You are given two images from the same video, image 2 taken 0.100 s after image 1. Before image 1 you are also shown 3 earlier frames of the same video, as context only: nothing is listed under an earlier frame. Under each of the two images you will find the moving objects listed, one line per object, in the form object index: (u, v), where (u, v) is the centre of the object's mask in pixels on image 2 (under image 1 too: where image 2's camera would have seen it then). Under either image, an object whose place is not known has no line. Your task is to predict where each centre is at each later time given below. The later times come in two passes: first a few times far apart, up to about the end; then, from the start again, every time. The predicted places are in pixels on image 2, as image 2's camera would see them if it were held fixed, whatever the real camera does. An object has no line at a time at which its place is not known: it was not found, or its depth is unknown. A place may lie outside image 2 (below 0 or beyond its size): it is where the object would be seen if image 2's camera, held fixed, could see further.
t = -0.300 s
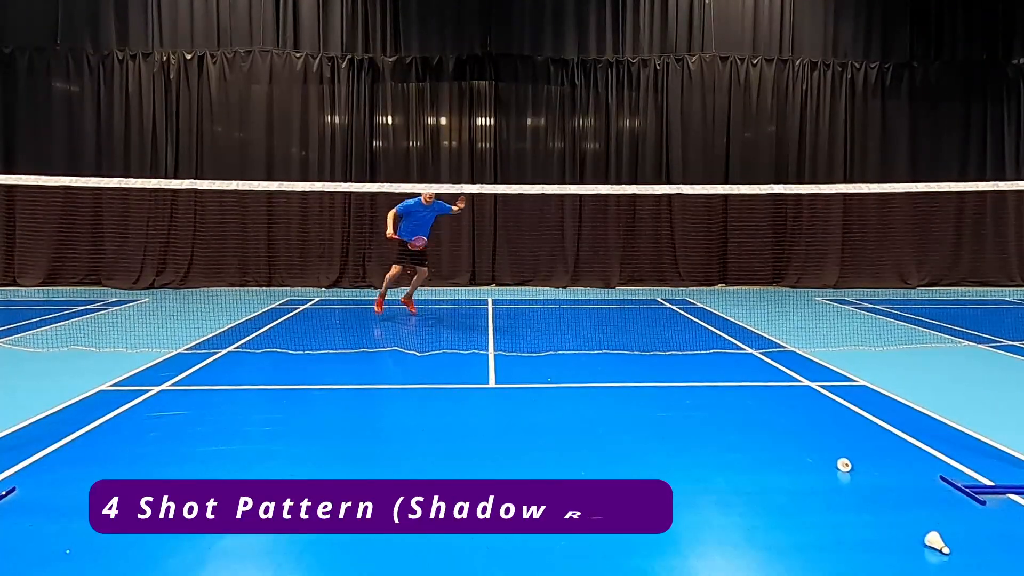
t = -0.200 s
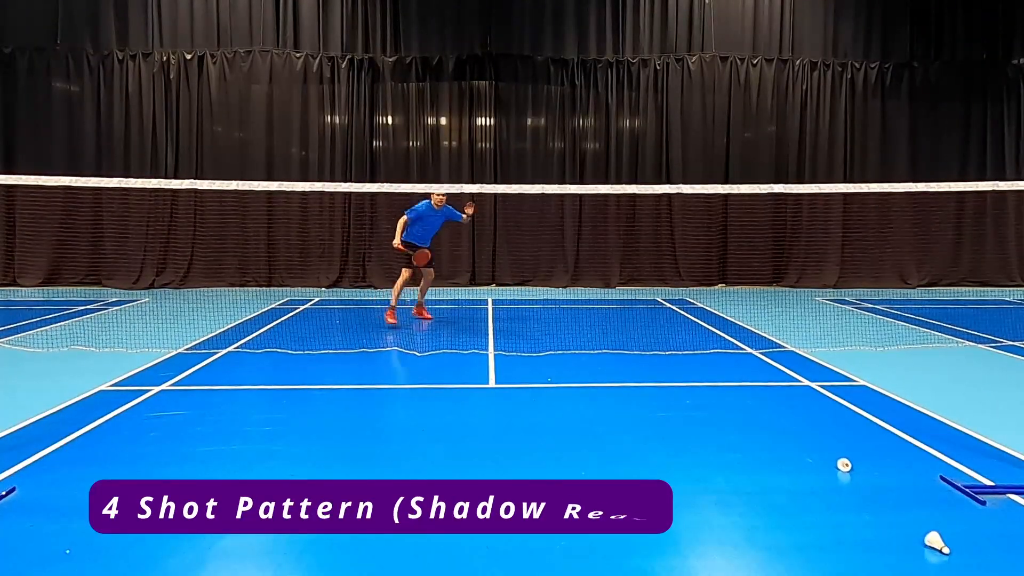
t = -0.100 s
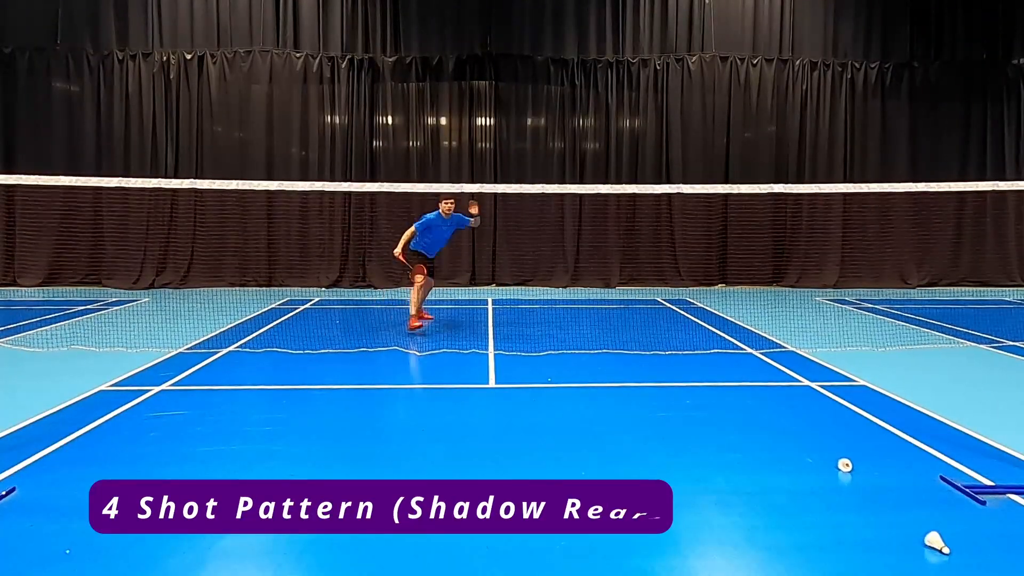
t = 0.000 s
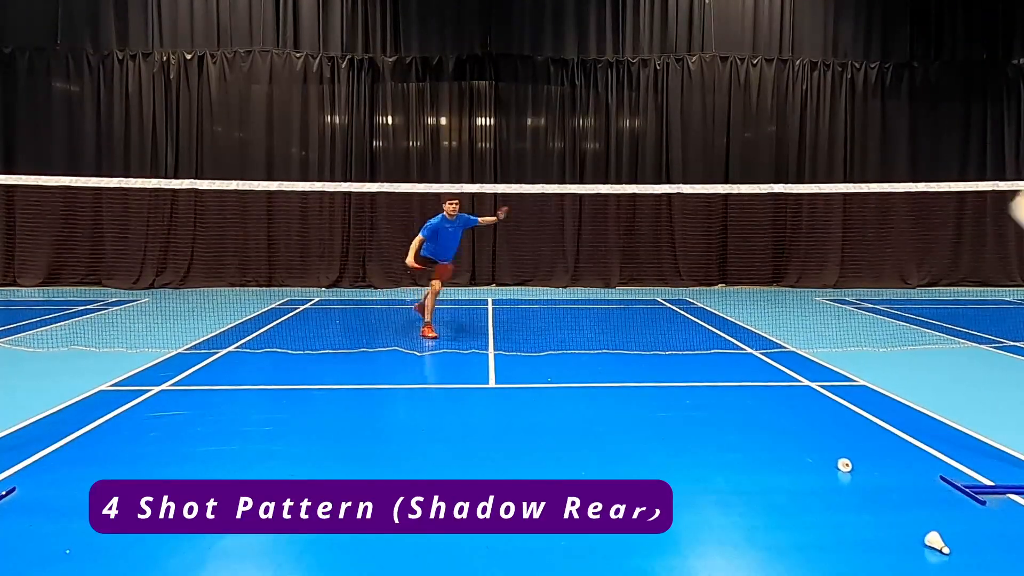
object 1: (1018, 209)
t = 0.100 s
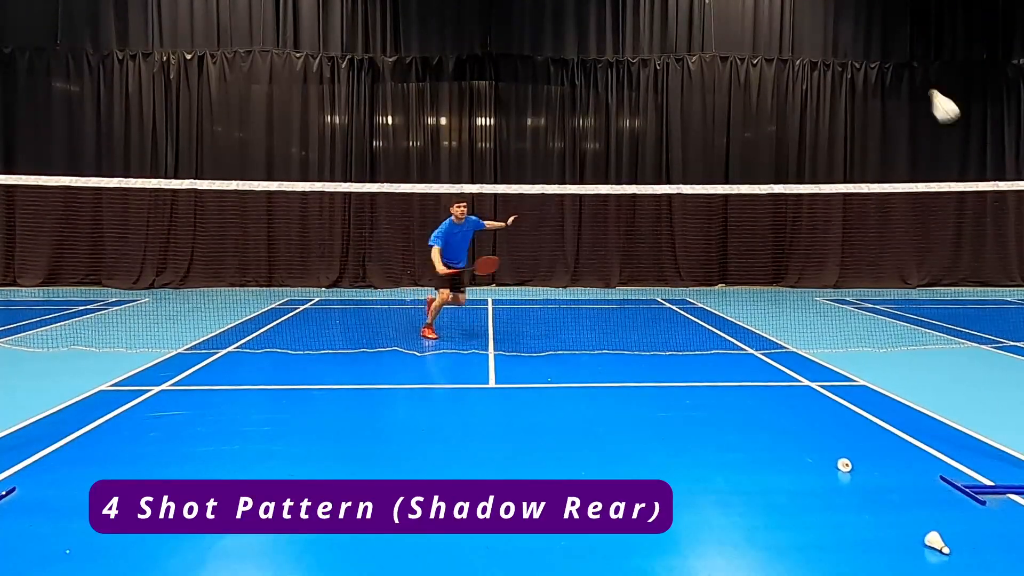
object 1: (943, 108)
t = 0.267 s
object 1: (851, 45)
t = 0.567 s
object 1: (747, 111)
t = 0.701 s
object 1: (717, 176)
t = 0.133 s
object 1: (924, 85)
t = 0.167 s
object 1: (904, 68)
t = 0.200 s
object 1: (885, 56)
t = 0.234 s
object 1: (868, 49)
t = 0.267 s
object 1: (851, 45)
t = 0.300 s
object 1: (837, 44)
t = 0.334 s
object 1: (822, 46)
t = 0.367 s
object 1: (810, 49)
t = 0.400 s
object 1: (798, 55)
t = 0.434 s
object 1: (786, 63)
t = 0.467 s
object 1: (776, 73)
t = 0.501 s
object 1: (766, 84)
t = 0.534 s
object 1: (756, 97)
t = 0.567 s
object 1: (747, 111)
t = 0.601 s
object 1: (739, 126)
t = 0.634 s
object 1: (731, 142)
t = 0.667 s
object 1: (724, 159)
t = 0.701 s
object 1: (717, 176)
